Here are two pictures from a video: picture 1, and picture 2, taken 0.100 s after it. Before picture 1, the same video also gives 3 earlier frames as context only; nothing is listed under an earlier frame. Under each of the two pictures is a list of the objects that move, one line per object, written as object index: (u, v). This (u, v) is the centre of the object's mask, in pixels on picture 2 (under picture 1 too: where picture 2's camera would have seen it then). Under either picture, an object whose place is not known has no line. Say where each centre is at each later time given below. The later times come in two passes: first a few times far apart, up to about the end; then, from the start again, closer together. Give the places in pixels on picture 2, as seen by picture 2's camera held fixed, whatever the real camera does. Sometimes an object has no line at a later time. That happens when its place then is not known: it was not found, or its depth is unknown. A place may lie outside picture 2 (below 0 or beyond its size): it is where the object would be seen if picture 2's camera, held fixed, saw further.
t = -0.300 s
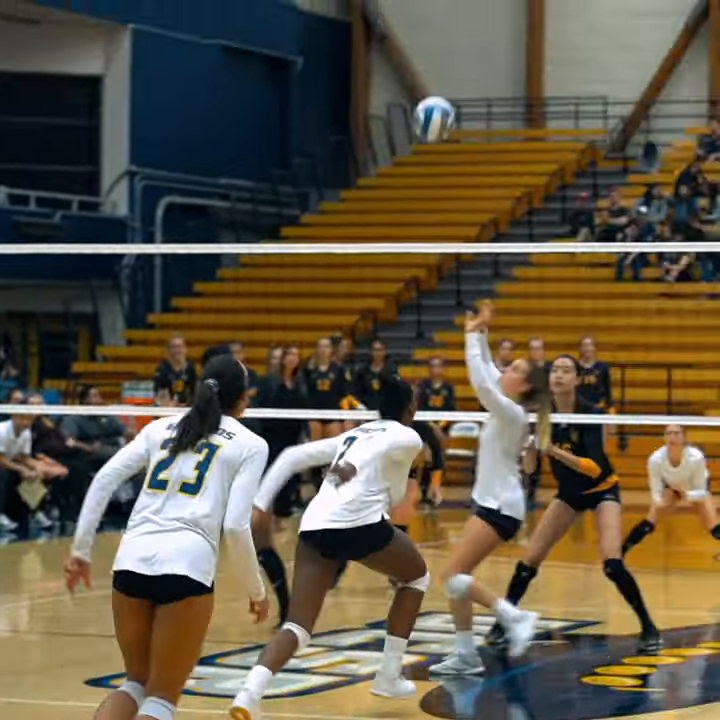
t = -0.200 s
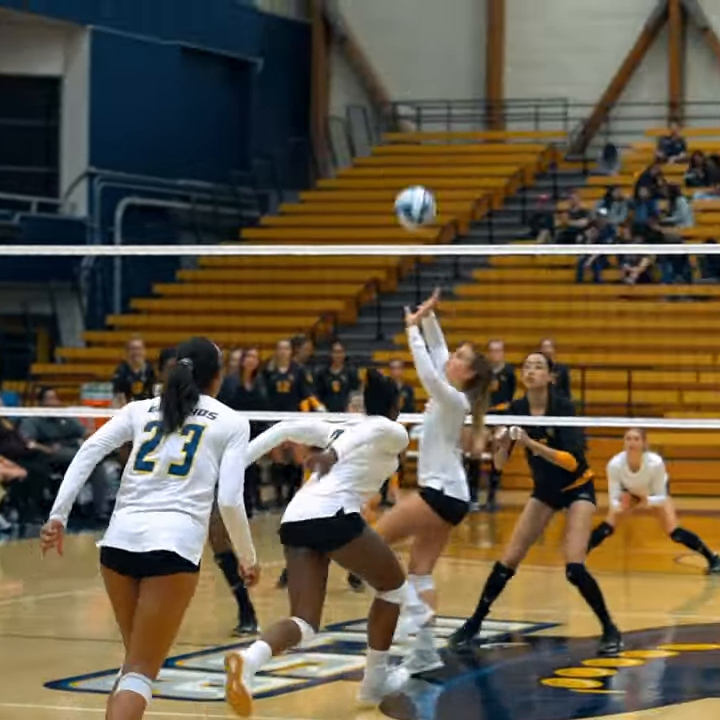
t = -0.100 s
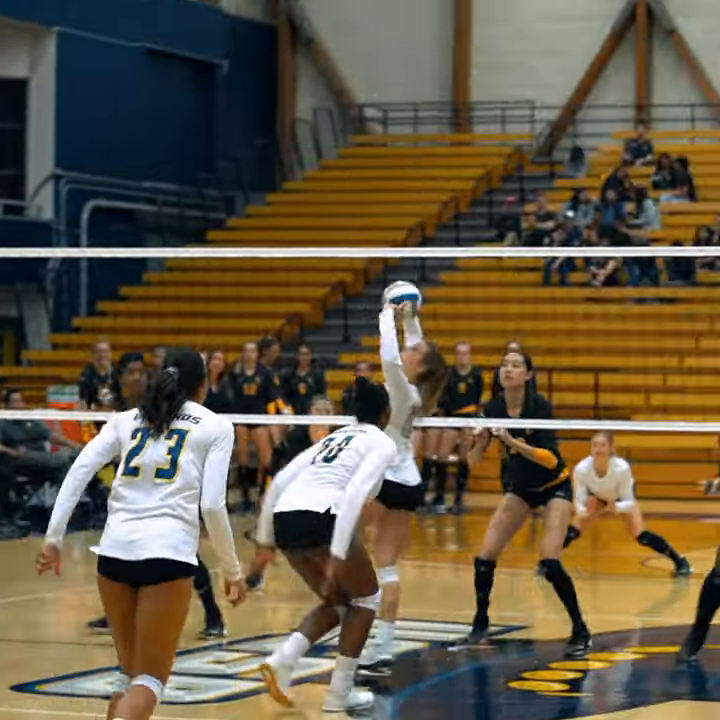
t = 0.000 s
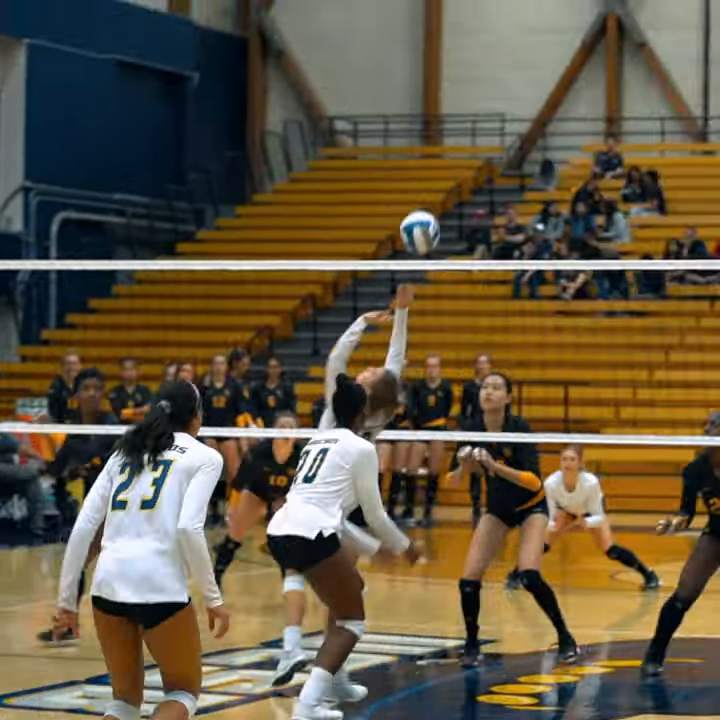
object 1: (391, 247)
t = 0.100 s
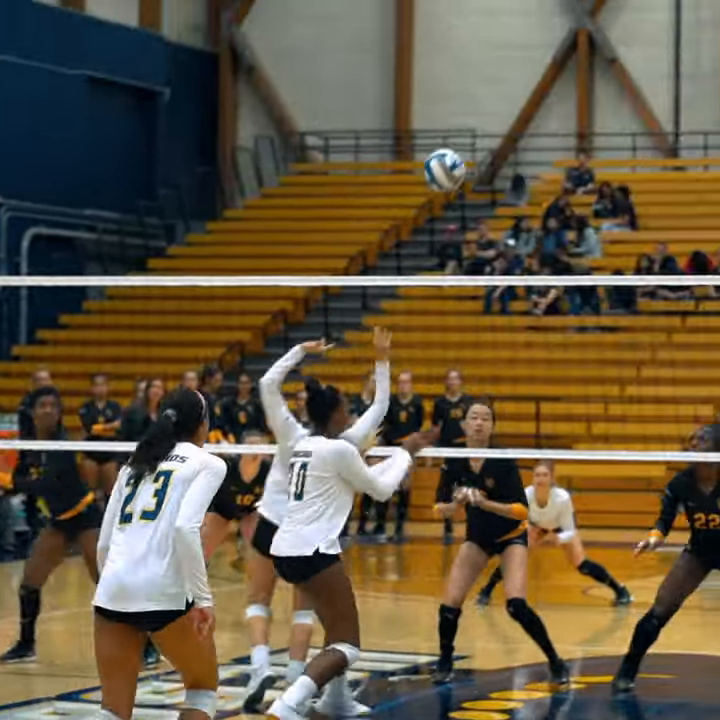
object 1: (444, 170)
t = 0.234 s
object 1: (516, 96)
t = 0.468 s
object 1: (642, 48)
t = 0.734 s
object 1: (785, 127)
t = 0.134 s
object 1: (462, 149)
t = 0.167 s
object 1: (481, 129)
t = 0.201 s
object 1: (497, 110)
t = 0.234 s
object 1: (516, 96)
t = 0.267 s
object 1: (534, 83)
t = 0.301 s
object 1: (552, 72)
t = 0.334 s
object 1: (570, 63)
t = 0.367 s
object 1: (588, 56)
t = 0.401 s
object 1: (606, 51)
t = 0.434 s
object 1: (624, 49)
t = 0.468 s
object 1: (642, 48)
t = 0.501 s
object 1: (660, 50)
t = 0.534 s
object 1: (678, 53)
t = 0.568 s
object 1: (697, 60)
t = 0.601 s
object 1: (713, 69)
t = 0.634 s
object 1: (732, 79)
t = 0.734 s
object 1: (785, 127)
